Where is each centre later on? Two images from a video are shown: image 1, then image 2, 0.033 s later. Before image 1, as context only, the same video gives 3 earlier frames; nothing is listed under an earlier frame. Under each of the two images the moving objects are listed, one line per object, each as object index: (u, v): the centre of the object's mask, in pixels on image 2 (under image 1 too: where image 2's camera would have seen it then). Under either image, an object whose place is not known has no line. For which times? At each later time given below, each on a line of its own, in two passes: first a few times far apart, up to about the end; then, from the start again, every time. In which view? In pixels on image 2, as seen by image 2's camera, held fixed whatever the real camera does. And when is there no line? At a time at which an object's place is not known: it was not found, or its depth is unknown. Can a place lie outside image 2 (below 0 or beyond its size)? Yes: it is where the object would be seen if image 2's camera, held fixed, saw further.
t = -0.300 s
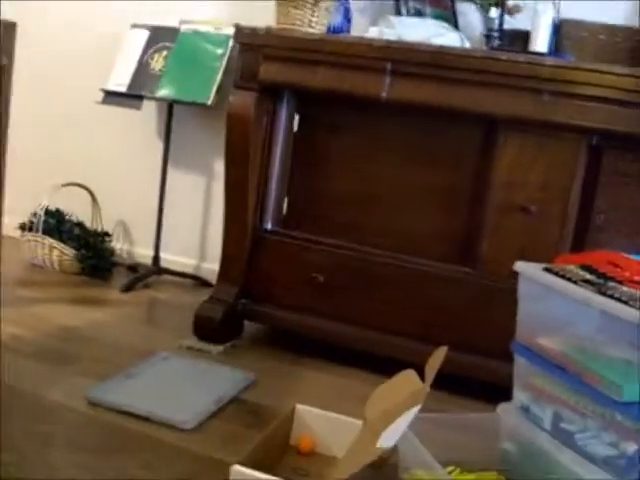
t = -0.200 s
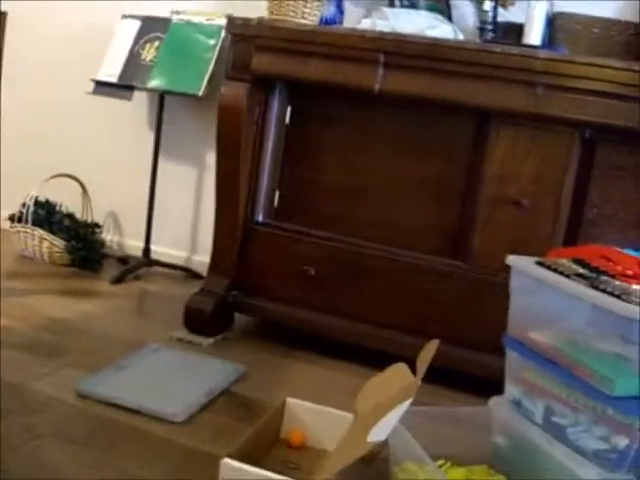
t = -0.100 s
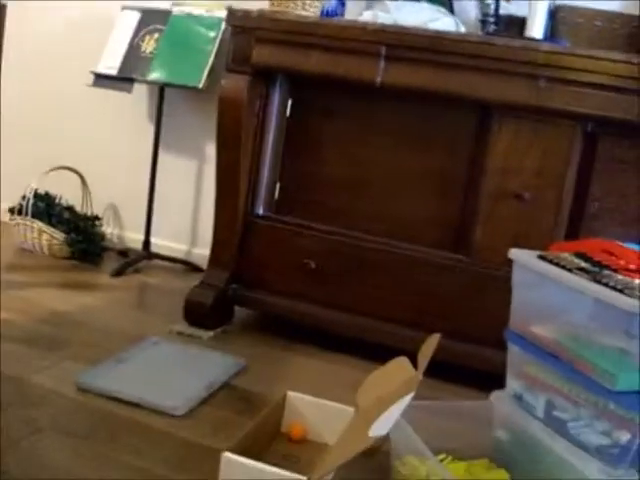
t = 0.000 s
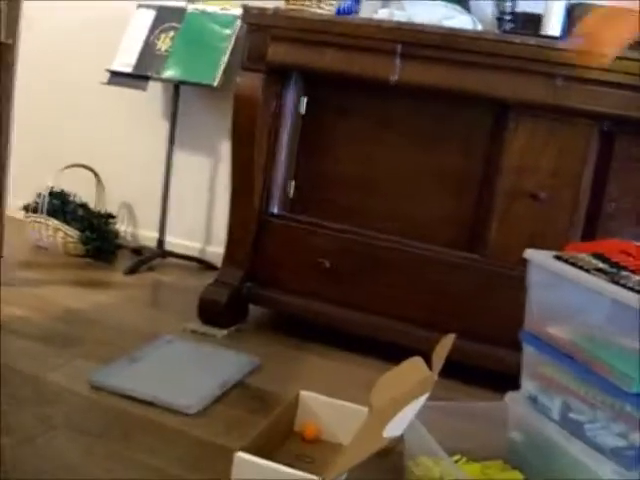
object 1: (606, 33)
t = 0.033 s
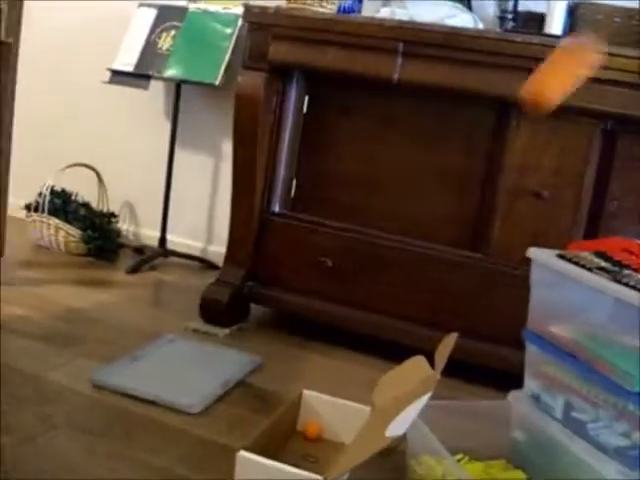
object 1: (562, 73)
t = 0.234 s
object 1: (413, 297)
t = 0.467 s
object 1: (385, 234)
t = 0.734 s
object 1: (283, 176)
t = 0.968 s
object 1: (113, 397)
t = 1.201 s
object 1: (22, 270)
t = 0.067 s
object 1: (520, 121)
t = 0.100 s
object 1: (487, 162)
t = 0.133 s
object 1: (463, 199)
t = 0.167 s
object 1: (444, 233)
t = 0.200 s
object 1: (428, 266)
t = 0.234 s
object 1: (413, 297)
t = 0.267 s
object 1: (401, 326)
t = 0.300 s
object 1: (390, 352)
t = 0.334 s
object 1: (383, 363)
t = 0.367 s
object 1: (388, 328)
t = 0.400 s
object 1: (394, 285)
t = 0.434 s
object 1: (392, 255)
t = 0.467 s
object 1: (385, 234)
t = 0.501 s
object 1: (376, 215)
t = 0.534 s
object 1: (367, 197)
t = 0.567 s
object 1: (356, 184)
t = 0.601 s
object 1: (344, 174)
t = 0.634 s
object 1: (331, 168)
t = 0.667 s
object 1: (317, 166)
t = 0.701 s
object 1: (300, 169)
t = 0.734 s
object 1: (283, 176)
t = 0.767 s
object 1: (262, 191)
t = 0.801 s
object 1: (243, 208)
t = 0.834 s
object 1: (222, 231)
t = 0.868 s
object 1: (193, 268)
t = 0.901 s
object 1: (168, 304)
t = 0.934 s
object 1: (140, 347)
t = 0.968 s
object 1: (113, 397)
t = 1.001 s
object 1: (85, 453)
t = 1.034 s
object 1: (67, 454)
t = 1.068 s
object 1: (58, 407)
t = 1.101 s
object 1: (51, 364)
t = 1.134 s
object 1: (41, 328)
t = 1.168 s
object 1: (33, 297)
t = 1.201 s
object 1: (22, 270)
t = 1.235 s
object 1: (13, 252)
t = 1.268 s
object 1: (2, 240)
